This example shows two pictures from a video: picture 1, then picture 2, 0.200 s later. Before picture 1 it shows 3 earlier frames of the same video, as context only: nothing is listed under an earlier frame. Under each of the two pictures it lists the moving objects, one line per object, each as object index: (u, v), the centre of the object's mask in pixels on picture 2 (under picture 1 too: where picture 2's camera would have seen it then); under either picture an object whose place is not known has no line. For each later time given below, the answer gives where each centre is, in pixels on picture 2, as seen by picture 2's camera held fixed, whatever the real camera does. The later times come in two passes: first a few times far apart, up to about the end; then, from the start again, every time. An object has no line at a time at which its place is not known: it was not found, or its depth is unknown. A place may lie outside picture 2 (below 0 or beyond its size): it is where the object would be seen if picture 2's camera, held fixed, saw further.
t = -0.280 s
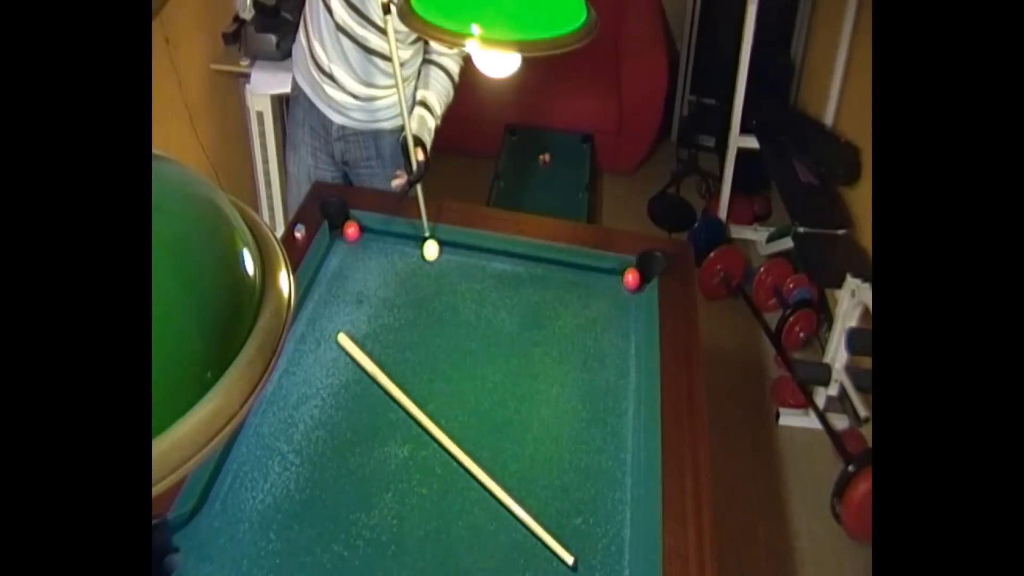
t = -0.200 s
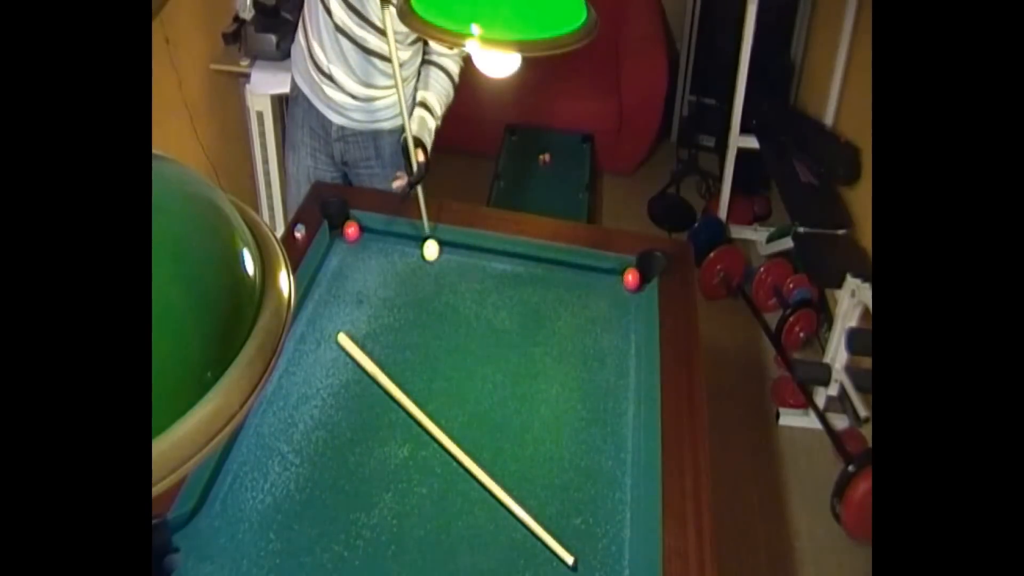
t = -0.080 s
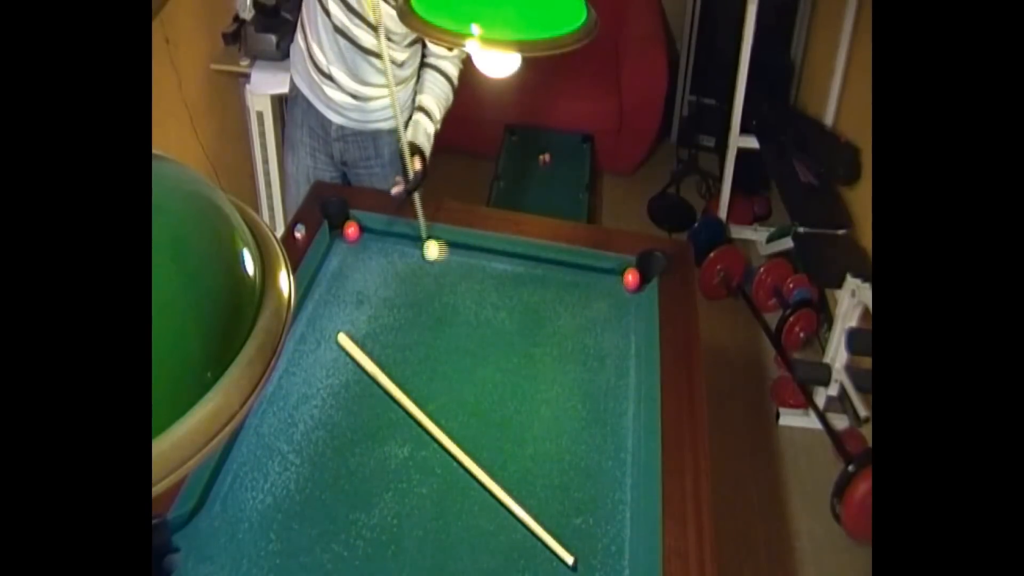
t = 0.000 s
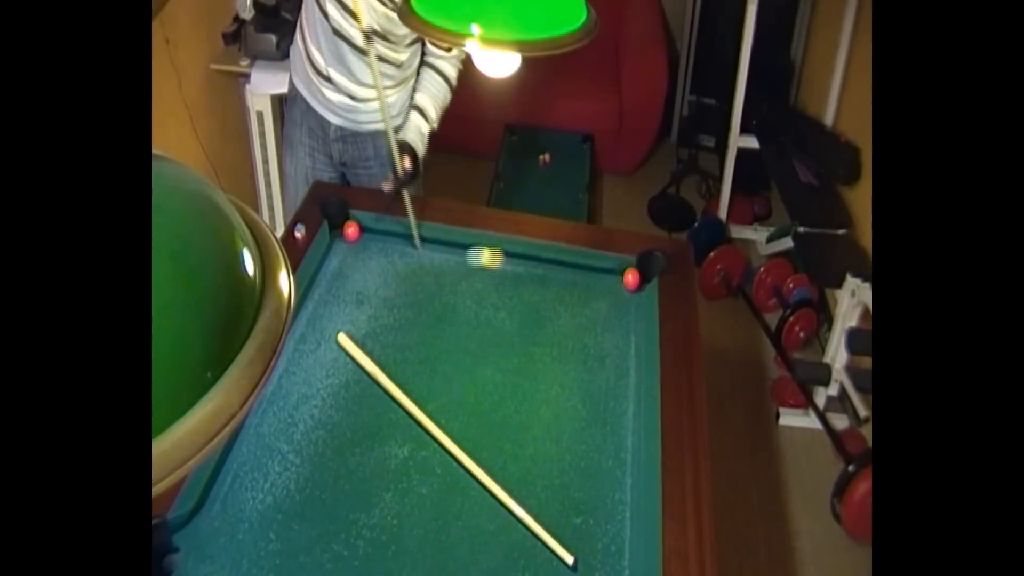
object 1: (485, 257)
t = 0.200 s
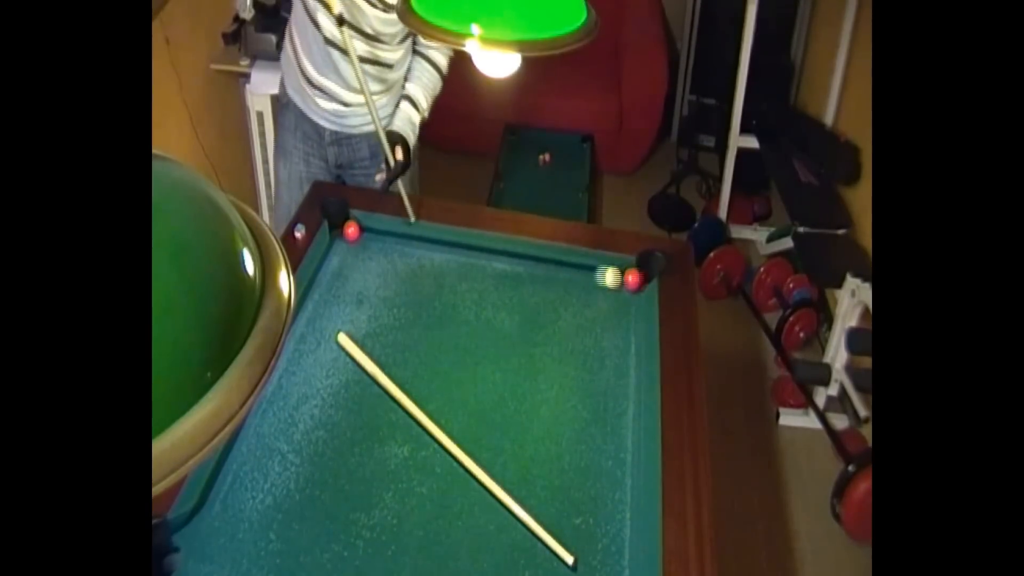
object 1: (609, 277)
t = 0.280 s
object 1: (609, 280)
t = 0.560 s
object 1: (561, 271)
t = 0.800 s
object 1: (486, 257)
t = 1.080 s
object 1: (388, 240)
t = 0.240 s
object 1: (612, 279)
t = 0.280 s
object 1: (609, 280)
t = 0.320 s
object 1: (605, 281)
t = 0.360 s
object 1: (600, 281)
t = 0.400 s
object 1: (594, 280)
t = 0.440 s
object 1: (587, 278)
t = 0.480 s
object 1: (579, 276)
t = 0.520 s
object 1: (571, 273)
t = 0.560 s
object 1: (561, 271)
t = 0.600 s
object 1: (551, 268)
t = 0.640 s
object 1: (539, 263)
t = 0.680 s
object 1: (527, 262)
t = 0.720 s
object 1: (514, 261)
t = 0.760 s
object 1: (500, 259)
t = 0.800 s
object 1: (486, 257)
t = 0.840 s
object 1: (471, 255)
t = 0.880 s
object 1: (457, 252)
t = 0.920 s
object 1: (443, 249)
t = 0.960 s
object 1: (429, 247)
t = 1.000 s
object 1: (415, 244)
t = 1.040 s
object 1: (402, 242)
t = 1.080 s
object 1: (388, 240)
